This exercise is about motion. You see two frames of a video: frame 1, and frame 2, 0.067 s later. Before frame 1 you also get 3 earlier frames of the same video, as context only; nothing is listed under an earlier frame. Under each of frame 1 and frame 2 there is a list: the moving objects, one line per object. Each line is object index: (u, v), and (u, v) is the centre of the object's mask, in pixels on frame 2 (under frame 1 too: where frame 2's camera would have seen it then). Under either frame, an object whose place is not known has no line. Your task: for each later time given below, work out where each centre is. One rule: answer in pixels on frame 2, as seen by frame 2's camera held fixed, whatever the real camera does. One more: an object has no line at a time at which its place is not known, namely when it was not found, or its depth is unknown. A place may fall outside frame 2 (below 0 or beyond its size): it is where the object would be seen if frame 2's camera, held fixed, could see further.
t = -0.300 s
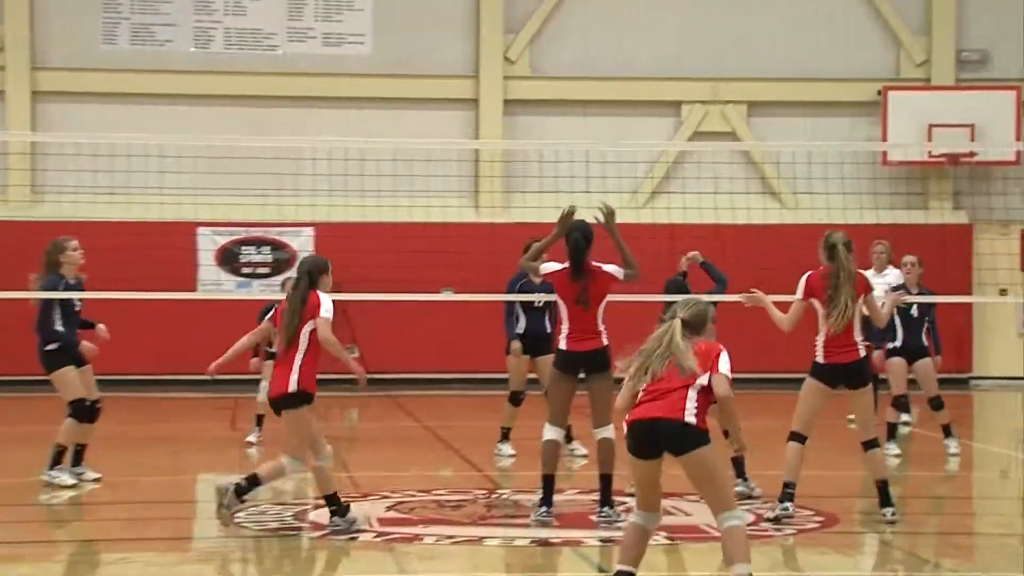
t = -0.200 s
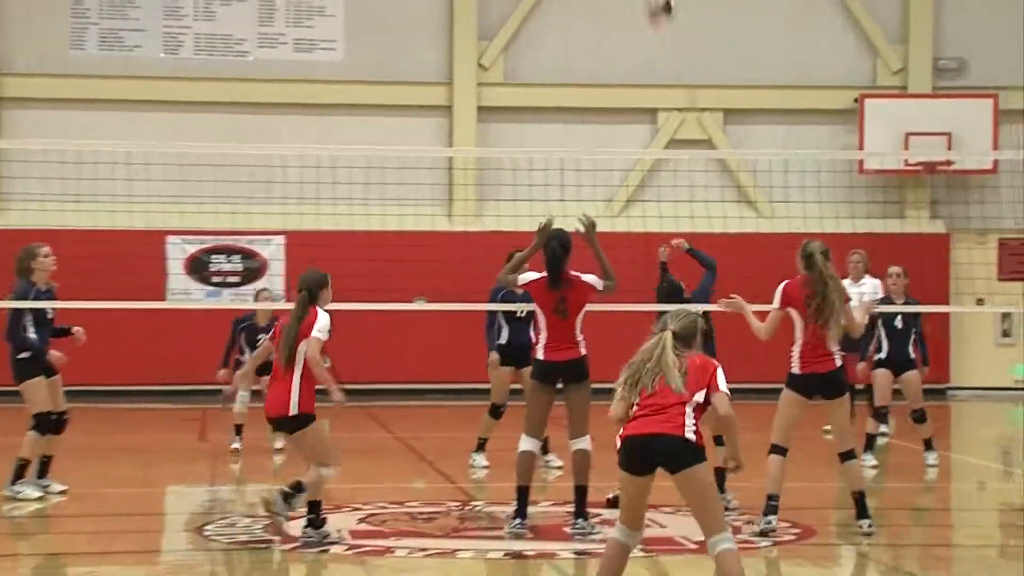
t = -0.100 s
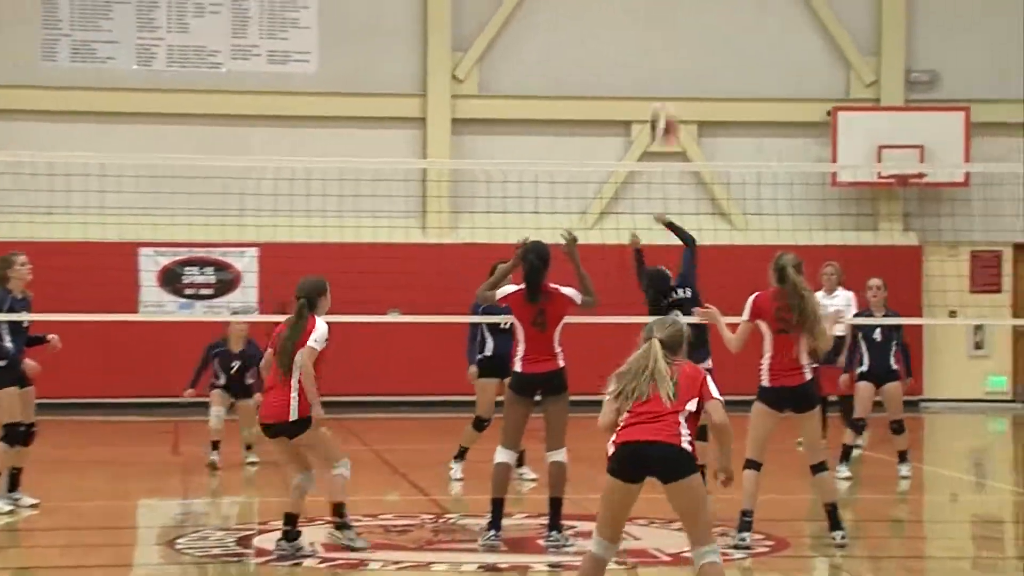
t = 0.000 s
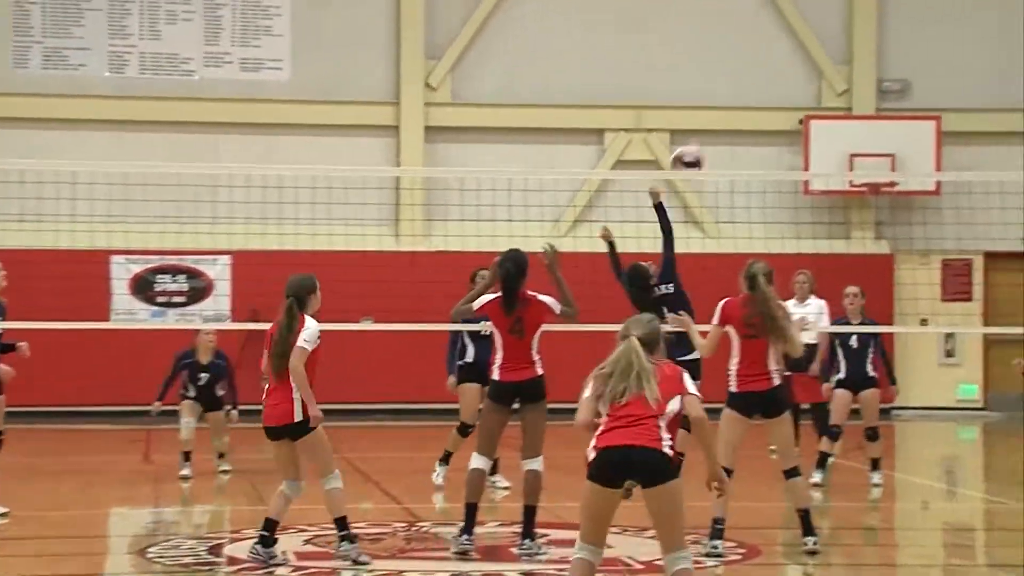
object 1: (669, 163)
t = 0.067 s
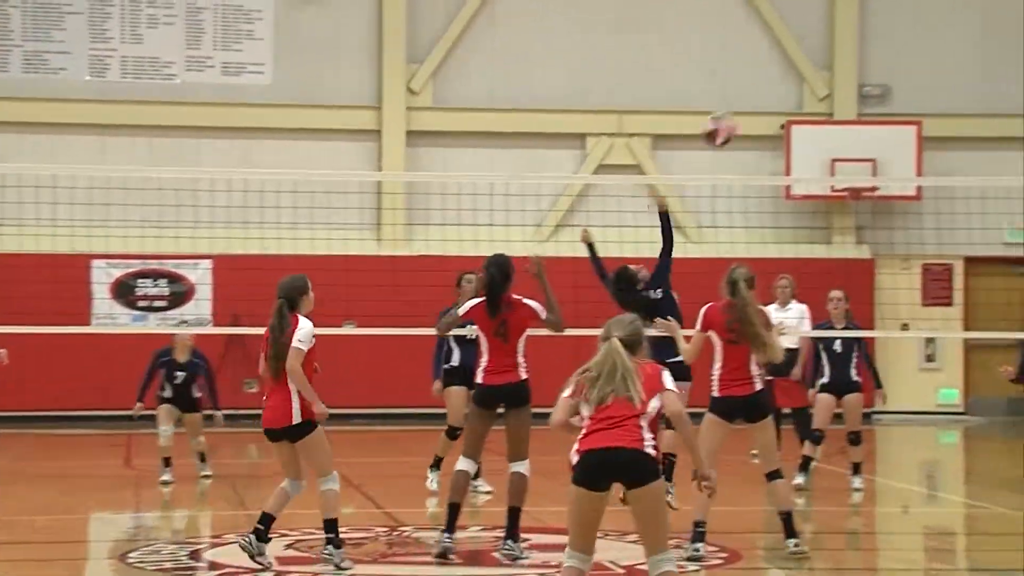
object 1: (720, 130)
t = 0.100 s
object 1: (743, 115)
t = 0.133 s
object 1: (770, 101)
